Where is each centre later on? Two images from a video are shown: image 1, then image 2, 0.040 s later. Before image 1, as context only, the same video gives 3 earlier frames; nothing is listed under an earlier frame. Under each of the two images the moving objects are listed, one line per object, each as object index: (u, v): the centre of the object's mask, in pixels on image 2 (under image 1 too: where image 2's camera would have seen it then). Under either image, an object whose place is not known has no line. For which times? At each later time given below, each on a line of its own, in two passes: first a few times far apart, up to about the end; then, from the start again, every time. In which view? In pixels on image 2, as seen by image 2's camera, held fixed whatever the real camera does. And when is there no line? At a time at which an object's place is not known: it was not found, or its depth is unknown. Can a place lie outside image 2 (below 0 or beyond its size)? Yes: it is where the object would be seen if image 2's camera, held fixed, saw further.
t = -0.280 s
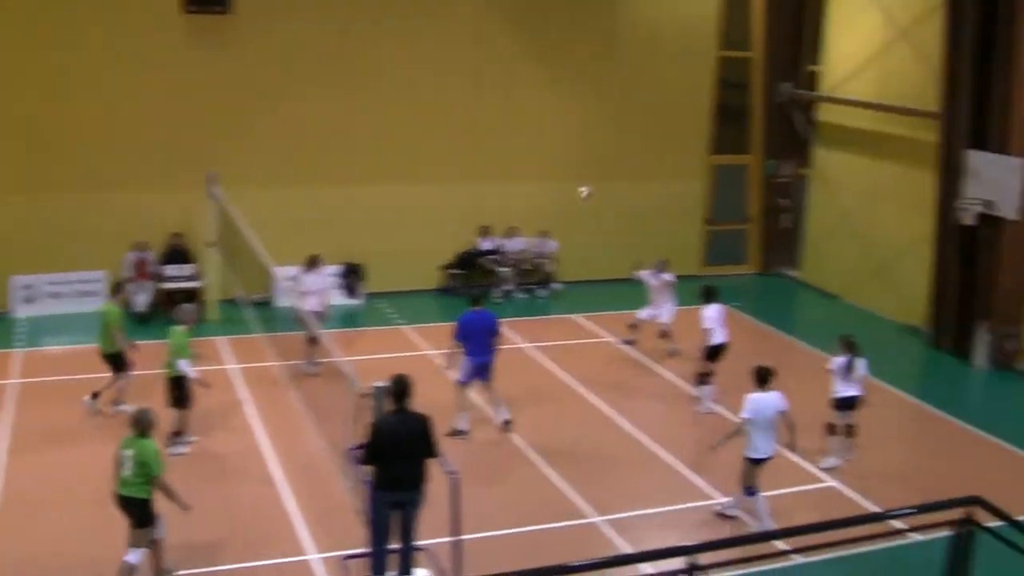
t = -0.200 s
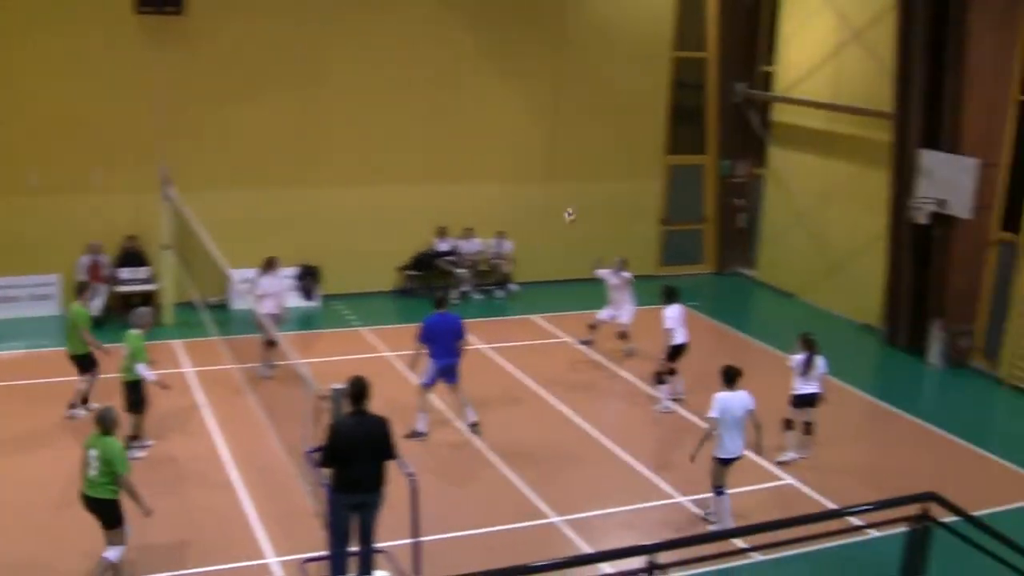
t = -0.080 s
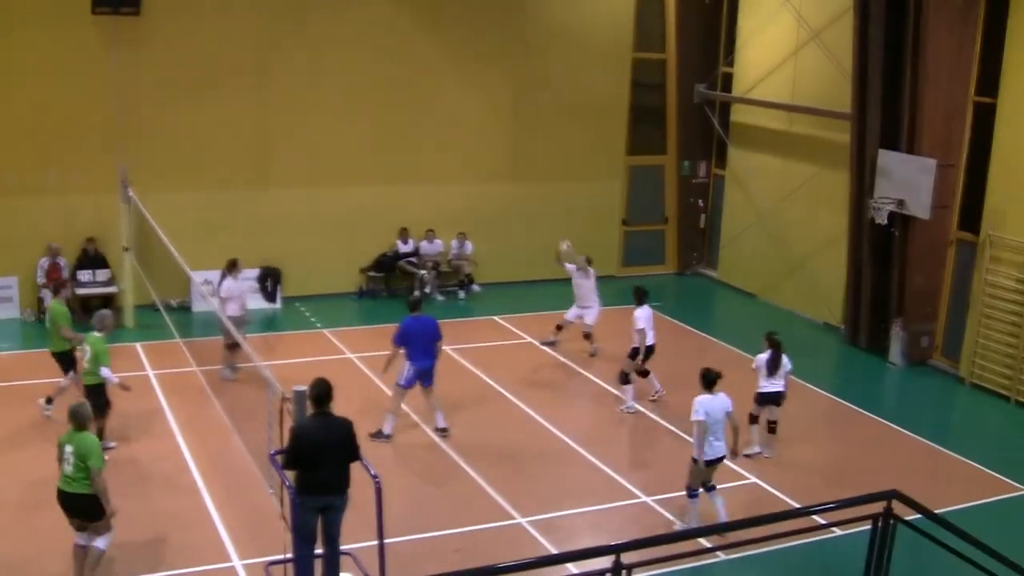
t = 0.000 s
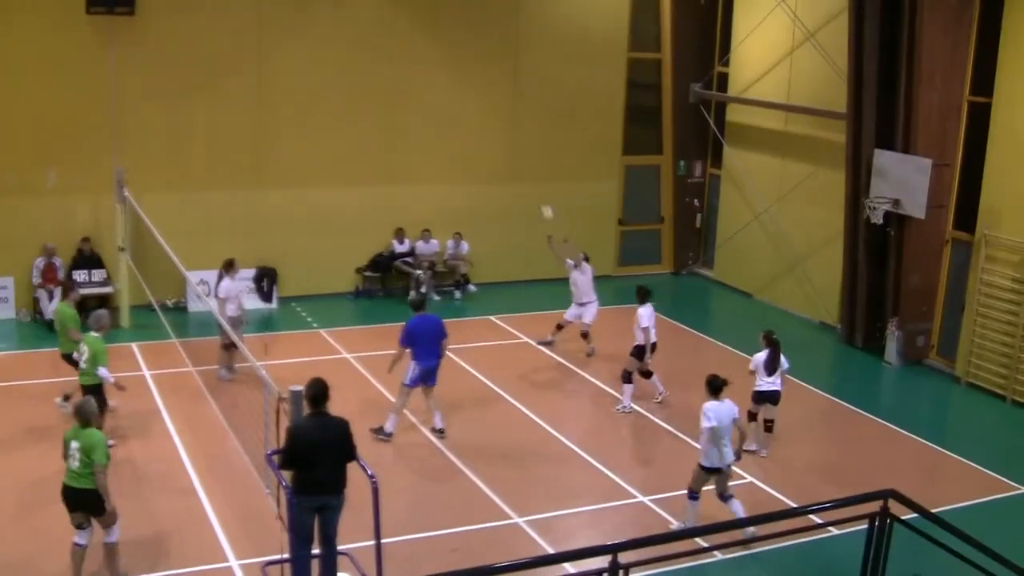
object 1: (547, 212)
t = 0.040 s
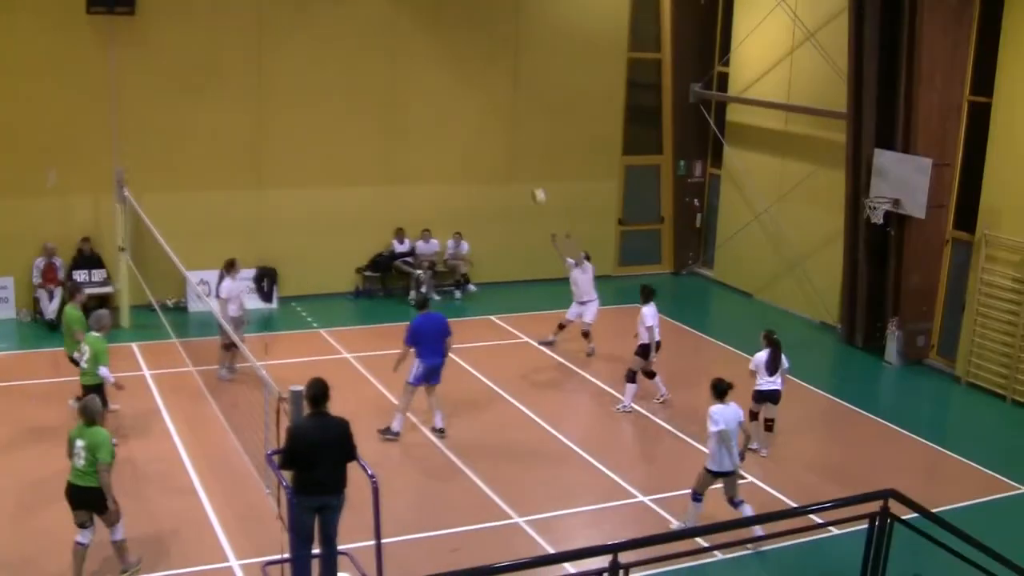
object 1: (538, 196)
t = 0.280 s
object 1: (487, 116)
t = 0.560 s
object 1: (421, 73)
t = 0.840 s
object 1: (352, 85)
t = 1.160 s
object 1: (270, 173)
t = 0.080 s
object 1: (532, 181)
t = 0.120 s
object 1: (524, 165)
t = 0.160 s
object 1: (515, 152)
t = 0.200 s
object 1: (505, 139)
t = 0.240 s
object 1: (495, 127)
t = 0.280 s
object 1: (487, 116)
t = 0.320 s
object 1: (477, 106)
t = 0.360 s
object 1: (467, 99)
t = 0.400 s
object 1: (459, 92)
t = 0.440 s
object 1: (450, 85)
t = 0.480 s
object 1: (442, 80)
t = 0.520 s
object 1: (432, 75)
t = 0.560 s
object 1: (421, 73)
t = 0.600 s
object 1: (413, 71)
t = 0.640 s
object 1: (402, 71)
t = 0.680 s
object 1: (390, 71)
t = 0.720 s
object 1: (382, 73)
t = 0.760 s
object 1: (373, 76)
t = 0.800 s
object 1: (361, 80)
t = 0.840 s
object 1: (352, 85)
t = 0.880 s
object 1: (343, 91)
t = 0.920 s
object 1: (334, 99)
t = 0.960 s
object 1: (322, 109)
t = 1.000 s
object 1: (312, 119)
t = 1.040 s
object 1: (301, 131)
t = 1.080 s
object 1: (289, 144)
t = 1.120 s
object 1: (280, 158)
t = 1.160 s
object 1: (270, 173)
